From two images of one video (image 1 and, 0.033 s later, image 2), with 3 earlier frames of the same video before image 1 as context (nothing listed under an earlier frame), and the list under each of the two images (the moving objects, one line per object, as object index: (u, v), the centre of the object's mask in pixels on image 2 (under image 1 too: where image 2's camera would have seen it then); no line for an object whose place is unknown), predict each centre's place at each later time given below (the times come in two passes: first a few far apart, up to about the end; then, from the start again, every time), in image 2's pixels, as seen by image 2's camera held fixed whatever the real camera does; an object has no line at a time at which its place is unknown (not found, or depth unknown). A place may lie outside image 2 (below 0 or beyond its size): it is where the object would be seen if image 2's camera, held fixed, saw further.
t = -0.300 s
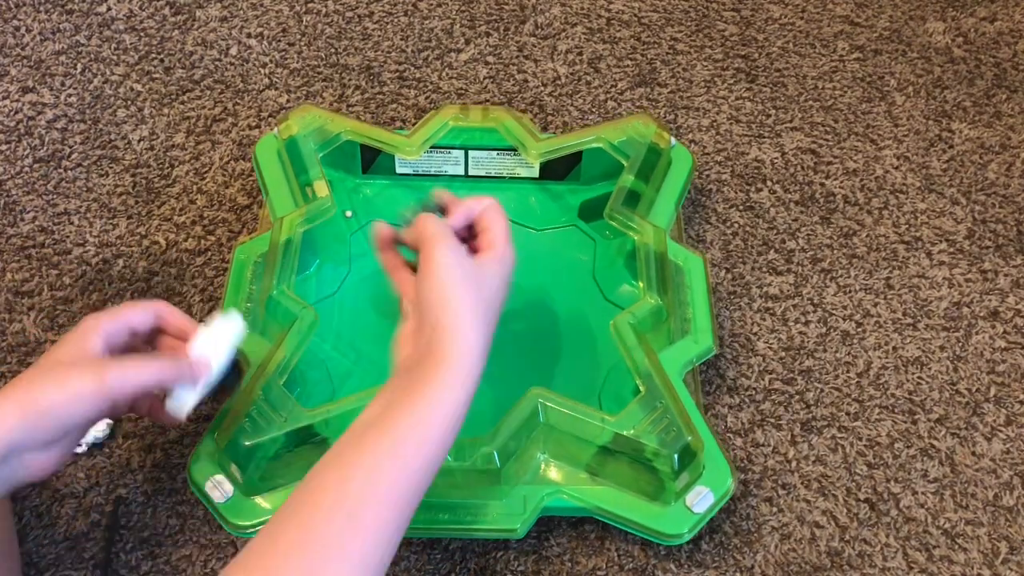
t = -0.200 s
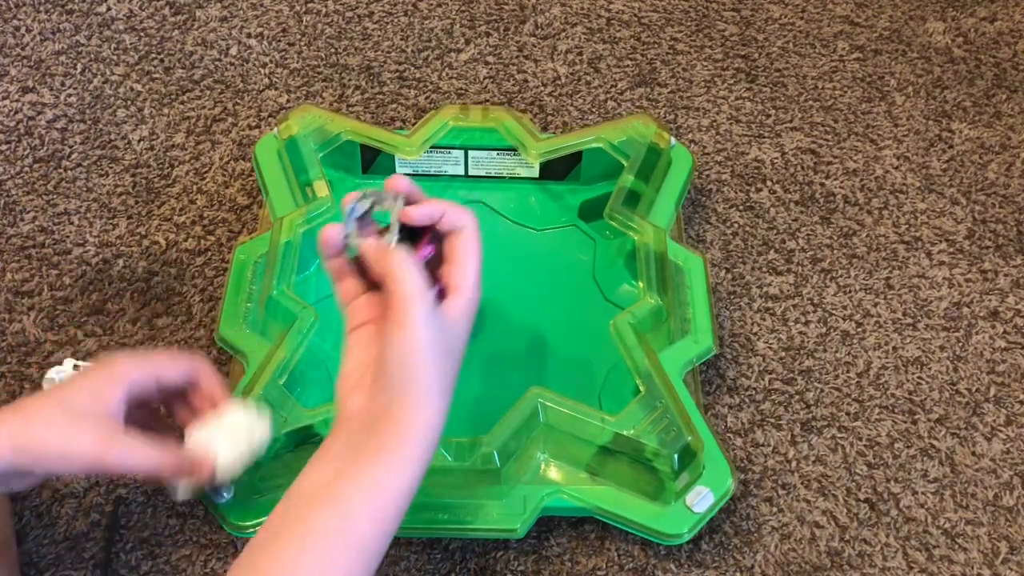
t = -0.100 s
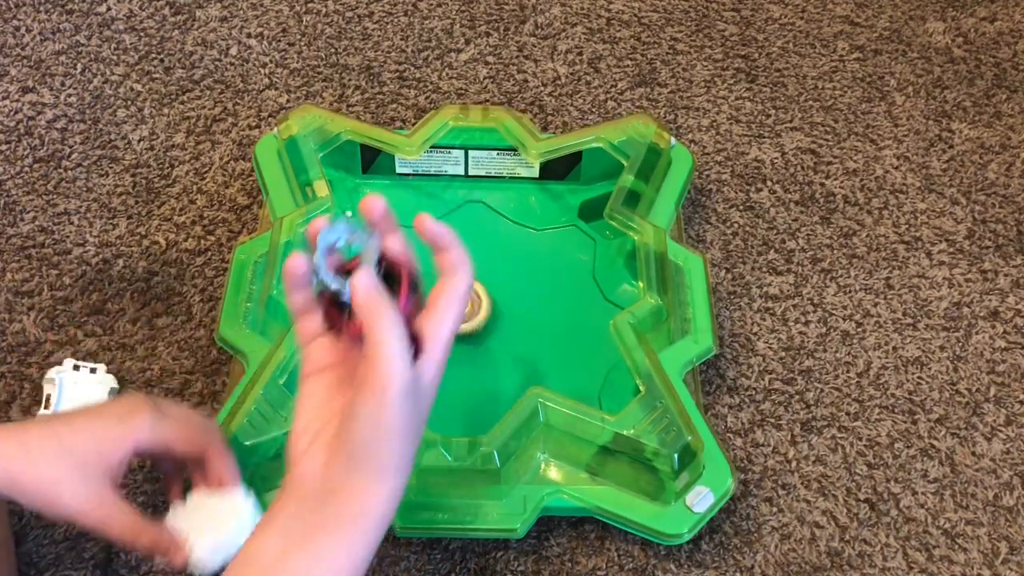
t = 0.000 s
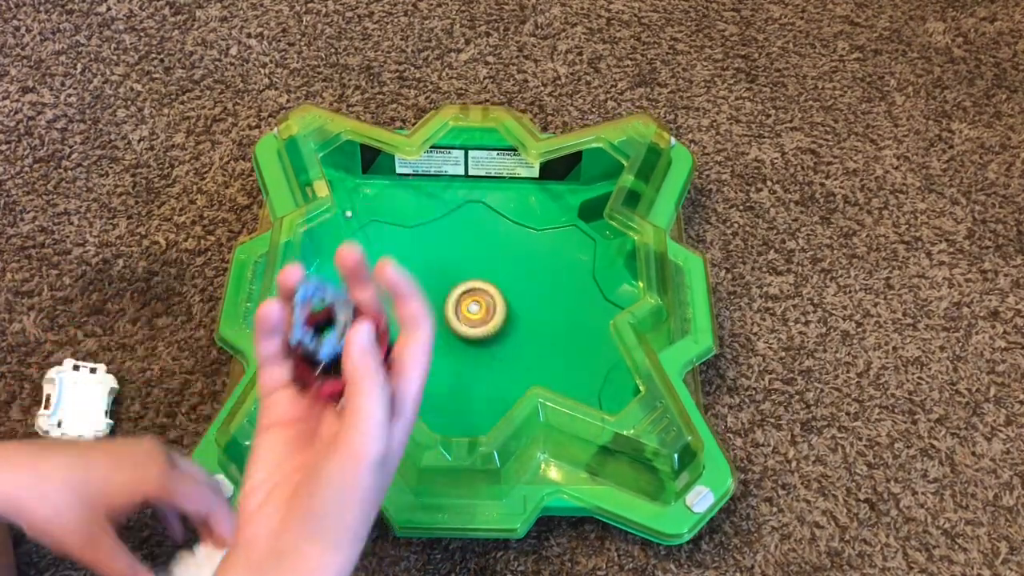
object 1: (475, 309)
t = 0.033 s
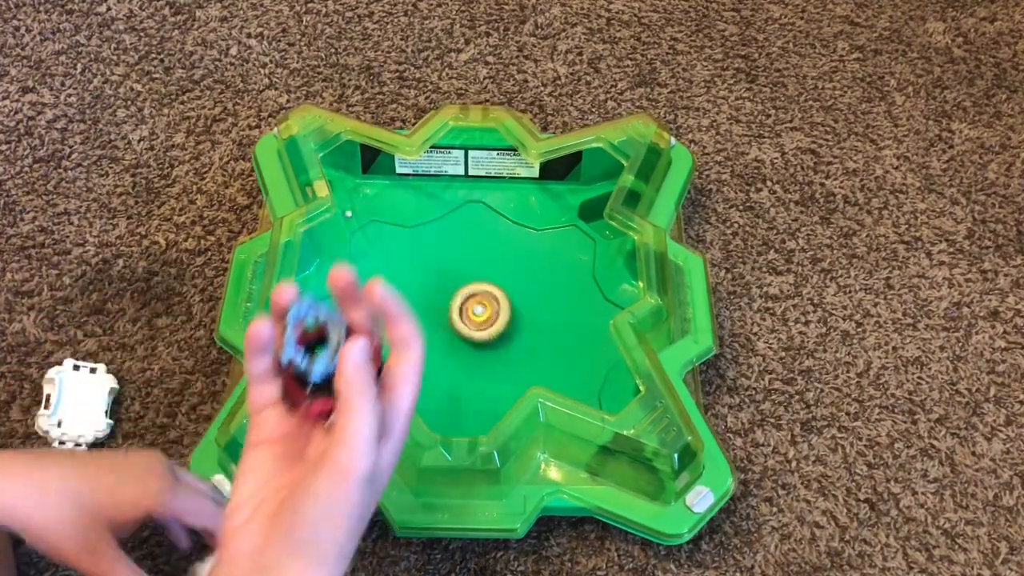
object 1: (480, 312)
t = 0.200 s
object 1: (496, 329)
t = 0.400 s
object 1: (496, 355)
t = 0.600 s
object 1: (473, 365)
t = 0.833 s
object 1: (443, 352)
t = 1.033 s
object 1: (440, 327)
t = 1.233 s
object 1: (456, 307)
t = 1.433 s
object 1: (484, 306)
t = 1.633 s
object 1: (502, 322)
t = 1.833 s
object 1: (495, 347)
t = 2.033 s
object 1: (470, 360)
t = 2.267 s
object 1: (441, 348)
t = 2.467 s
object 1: (438, 323)
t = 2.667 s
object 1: (457, 306)
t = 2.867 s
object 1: (483, 309)
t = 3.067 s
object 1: (498, 329)
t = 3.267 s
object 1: (489, 351)
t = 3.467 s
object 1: (462, 359)
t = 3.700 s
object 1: (439, 341)
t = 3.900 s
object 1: (444, 318)
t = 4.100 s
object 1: (466, 308)
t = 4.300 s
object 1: (490, 318)
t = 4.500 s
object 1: (495, 340)
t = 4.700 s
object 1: (477, 356)
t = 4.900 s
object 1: (450, 353)
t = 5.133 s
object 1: (441, 328)
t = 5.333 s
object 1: (457, 312)
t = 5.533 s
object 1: (481, 313)
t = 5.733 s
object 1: (495, 331)
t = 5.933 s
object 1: (486, 351)
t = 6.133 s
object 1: (460, 356)
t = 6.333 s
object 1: (443, 340)
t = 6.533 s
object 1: (448, 320)
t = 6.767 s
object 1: (473, 313)
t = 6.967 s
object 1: (492, 325)
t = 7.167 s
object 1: (488, 345)
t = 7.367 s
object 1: (468, 355)
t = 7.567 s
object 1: (447, 345)
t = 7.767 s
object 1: (445, 324)
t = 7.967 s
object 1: (464, 312)
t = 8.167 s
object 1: (485, 318)
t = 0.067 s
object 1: (484, 314)
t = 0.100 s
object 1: (488, 318)
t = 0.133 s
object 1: (492, 321)
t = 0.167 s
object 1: (495, 325)
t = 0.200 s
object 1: (496, 329)
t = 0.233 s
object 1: (498, 334)
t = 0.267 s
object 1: (499, 338)
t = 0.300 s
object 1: (499, 343)
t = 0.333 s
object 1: (499, 347)
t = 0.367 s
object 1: (498, 351)
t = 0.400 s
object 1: (496, 355)
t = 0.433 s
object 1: (494, 358)
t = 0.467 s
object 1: (490, 361)
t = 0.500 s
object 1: (486, 363)
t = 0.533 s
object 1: (482, 364)
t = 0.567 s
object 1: (477, 365)
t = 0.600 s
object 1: (473, 365)
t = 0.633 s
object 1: (468, 366)
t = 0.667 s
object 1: (463, 364)
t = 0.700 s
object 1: (457, 363)
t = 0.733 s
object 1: (453, 362)
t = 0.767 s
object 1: (449, 358)
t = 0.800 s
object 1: (445, 355)
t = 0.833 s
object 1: (443, 352)
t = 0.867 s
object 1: (440, 347)
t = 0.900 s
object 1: (439, 343)
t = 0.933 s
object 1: (438, 340)
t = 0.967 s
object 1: (438, 335)
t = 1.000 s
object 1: (438, 330)
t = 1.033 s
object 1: (440, 327)
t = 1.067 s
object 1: (441, 323)
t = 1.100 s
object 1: (443, 319)
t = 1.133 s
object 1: (446, 315)
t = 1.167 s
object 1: (449, 312)
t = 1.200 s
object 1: (452, 310)
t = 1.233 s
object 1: (456, 307)
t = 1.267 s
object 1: (460, 305)
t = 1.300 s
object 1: (465, 305)
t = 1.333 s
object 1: (470, 304)
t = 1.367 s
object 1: (474, 303)
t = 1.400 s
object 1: (479, 305)
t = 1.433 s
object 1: (484, 306)
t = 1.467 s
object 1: (487, 307)
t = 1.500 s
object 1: (492, 310)
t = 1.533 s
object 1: (496, 313)
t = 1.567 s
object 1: (497, 315)
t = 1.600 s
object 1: (500, 319)
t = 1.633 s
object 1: (502, 322)
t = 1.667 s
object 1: (502, 326)
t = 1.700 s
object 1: (502, 331)
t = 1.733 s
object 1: (501, 335)
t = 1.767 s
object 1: (500, 339)
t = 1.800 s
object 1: (498, 343)
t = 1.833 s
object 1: (495, 347)
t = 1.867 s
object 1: (492, 351)
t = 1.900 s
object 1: (489, 354)
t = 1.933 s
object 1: (484, 356)
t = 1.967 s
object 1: (480, 358)
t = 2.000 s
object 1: (475, 359)
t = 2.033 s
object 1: (470, 360)
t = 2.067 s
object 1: (465, 360)
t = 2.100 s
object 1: (460, 359)
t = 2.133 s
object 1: (455, 358)
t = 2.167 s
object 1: (451, 356)
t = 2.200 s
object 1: (447, 353)
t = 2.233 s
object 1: (443, 351)
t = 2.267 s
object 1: (441, 348)
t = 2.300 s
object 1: (438, 344)
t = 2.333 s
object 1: (436, 340)
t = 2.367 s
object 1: (436, 336)
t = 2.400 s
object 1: (436, 332)
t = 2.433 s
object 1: (437, 328)
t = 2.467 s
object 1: (438, 323)
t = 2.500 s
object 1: (440, 320)
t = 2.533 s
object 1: (442, 317)
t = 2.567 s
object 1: (445, 313)
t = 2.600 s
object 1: (448, 311)
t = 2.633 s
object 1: (452, 309)
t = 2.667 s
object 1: (457, 306)
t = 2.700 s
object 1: (461, 306)
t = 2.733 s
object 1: (466, 305)
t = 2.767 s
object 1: (470, 305)
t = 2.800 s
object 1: (475, 306)
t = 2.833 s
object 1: (479, 307)
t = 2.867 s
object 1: (483, 309)
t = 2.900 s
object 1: (487, 312)
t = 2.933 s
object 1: (490, 314)
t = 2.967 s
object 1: (493, 317)
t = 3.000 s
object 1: (495, 321)
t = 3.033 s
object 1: (497, 325)
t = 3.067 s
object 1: (498, 329)
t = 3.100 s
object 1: (498, 333)
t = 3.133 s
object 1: (497, 337)
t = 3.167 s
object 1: (496, 341)
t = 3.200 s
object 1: (494, 344)
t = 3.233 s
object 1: (491, 348)
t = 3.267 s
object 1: (489, 351)
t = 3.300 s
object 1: (485, 354)
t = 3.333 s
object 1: (480, 356)
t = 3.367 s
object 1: (477, 358)
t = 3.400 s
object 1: (472, 359)
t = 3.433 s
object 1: (467, 359)
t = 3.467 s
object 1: (462, 359)
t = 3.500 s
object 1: (457, 358)
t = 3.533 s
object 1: (454, 357)
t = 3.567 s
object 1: (449, 354)
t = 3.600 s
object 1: (445, 351)
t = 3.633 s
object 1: (443, 348)
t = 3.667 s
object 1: (441, 345)
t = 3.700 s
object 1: (439, 341)
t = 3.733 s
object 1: (438, 337)
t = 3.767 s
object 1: (438, 332)
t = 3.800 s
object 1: (439, 329)
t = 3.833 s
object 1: (440, 325)
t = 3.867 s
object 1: (441, 322)
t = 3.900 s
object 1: (444, 318)
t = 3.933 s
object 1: (447, 315)
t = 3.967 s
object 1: (450, 313)
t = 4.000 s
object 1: (454, 311)
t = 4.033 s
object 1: (458, 310)
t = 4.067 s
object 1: (463, 309)
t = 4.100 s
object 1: (466, 308)
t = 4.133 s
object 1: (471, 309)
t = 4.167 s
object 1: (476, 309)
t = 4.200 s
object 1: (479, 311)
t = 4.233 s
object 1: (483, 313)
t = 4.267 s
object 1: (487, 315)
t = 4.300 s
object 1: (490, 318)
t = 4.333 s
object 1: (493, 321)
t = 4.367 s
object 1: (494, 325)
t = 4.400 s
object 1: (495, 328)
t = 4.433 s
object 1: (496, 332)
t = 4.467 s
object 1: (495, 336)
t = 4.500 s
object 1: (495, 340)
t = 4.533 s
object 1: (493, 343)
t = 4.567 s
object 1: (491, 347)
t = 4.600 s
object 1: (488, 350)
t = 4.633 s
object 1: (484, 353)
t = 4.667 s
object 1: (481, 355)
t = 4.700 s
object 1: (477, 356)
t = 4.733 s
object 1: (472, 358)
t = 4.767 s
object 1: (468, 358)
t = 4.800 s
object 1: (463, 357)
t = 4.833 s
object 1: (459, 357)
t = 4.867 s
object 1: (455, 355)
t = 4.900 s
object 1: (450, 353)
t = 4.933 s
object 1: (447, 350)
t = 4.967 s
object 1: (444, 347)
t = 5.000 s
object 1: (443, 344)
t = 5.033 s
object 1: (441, 340)
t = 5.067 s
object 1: (440, 337)
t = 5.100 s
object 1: (441, 332)
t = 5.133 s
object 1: (441, 328)
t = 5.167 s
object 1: (443, 325)
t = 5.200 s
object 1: (444, 322)
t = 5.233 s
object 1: (447, 319)
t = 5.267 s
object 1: (450, 316)
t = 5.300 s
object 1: (452, 314)
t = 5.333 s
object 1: (457, 312)
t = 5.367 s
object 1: (460, 311)
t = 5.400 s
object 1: (465, 311)
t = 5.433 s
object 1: (470, 310)
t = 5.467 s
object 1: (473, 311)
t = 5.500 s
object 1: (478, 312)
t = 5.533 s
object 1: (481, 313)
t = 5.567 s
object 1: (485, 315)
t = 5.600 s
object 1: (488, 317)
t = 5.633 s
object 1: (491, 320)
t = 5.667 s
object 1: (493, 323)
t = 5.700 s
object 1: (493, 327)
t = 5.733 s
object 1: (495, 331)
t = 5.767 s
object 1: (495, 334)
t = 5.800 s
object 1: (494, 338)
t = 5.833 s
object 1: (493, 342)
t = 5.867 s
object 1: (491, 345)
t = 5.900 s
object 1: (489, 348)
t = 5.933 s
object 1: (486, 351)
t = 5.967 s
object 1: (482, 353)
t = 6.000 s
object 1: (479, 355)
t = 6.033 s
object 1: (474, 356)
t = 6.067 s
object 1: (470, 357)
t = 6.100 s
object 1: (465, 356)
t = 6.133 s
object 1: (460, 356)
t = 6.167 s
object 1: (457, 353)
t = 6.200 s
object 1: (453, 352)
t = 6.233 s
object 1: (450, 350)
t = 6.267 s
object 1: (447, 347)
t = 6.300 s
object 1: (445, 344)
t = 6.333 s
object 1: (443, 340)
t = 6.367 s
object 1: (442, 336)
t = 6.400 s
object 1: (442, 332)
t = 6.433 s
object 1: (443, 329)
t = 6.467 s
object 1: (444, 326)
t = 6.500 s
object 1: (446, 323)
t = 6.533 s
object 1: (448, 320)
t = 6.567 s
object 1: (451, 317)
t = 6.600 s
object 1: (453, 316)
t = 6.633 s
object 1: (457, 314)
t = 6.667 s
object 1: (461, 312)
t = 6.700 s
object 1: (466, 312)
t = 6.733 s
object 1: (470, 312)
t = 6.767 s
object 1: (473, 313)
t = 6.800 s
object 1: (478, 313)
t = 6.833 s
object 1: (481, 315)
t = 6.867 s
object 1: (485, 316)
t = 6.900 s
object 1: (487, 319)
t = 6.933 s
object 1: (490, 322)
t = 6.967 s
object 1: (492, 325)
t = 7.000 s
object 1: (492, 328)
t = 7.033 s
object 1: (493, 332)
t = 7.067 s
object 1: (493, 335)
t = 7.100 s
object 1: (493, 339)
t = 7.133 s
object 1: (490, 342)
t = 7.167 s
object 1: (488, 345)
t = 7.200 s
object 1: (486, 348)
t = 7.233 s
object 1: (483, 351)
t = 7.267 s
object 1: (480, 352)
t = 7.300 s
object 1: (476, 354)
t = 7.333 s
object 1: (472, 355)
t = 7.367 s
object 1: (468, 355)
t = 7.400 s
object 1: (463, 355)
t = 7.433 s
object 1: (459, 354)
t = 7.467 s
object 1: (455, 352)
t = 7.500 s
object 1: (452, 350)
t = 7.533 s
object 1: (449, 347)
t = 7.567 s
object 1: (447, 345)
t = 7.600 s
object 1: (445, 342)
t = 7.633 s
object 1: (443, 339)
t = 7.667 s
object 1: (443, 335)
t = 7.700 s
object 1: (443, 331)
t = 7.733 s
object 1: (444, 327)
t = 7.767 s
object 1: (445, 324)
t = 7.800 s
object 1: (448, 322)
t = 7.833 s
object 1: (450, 319)
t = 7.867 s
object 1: (452, 317)
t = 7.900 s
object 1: (456, 315)
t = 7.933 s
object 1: (459, 314)
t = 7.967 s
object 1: (464, 312)
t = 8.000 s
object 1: (467, 312)
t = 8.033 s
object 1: (471, 312)
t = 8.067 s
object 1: (474, 313)
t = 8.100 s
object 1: (478, 314)
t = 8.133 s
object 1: (482, 315)
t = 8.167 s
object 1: (485, 318)
